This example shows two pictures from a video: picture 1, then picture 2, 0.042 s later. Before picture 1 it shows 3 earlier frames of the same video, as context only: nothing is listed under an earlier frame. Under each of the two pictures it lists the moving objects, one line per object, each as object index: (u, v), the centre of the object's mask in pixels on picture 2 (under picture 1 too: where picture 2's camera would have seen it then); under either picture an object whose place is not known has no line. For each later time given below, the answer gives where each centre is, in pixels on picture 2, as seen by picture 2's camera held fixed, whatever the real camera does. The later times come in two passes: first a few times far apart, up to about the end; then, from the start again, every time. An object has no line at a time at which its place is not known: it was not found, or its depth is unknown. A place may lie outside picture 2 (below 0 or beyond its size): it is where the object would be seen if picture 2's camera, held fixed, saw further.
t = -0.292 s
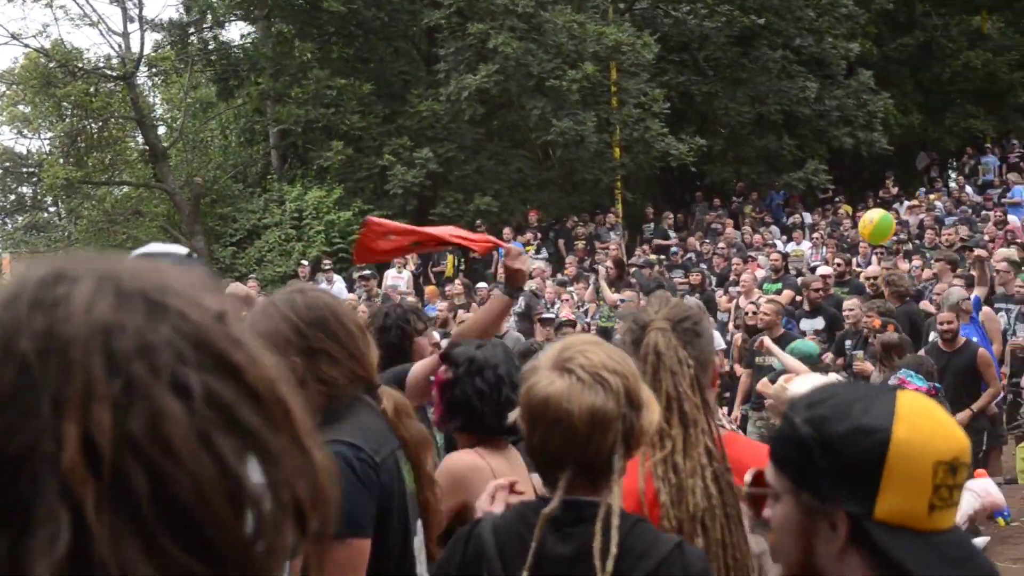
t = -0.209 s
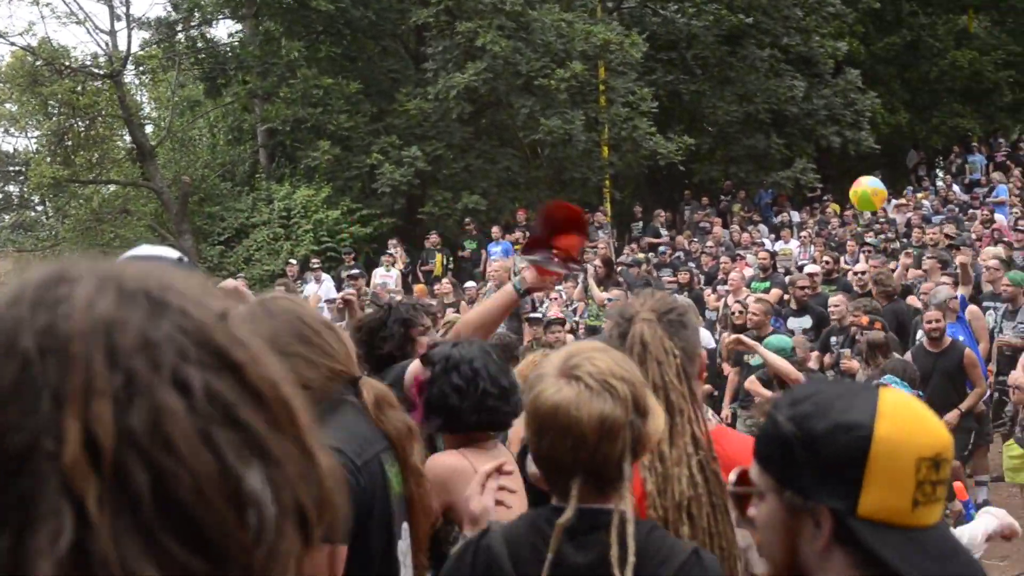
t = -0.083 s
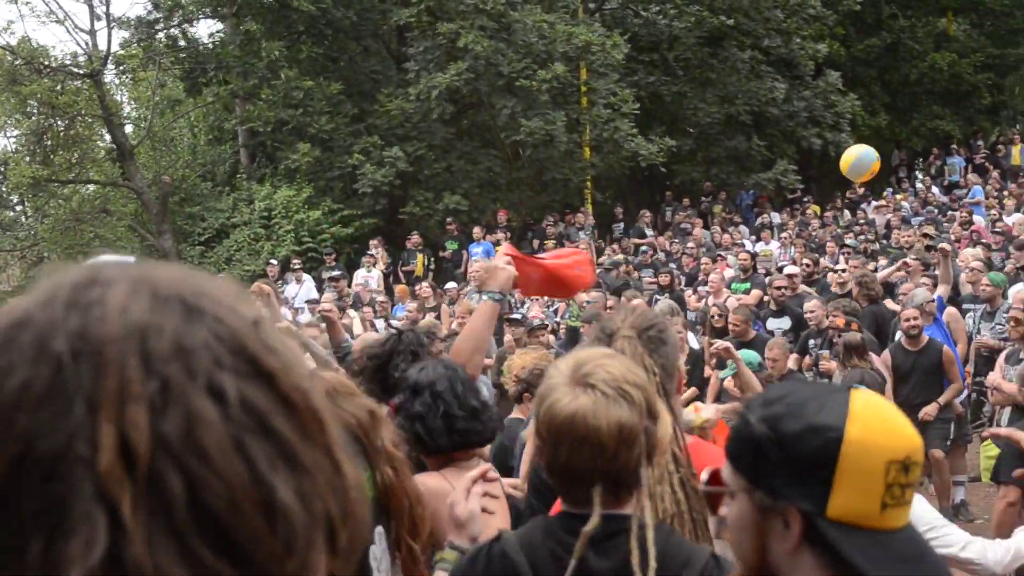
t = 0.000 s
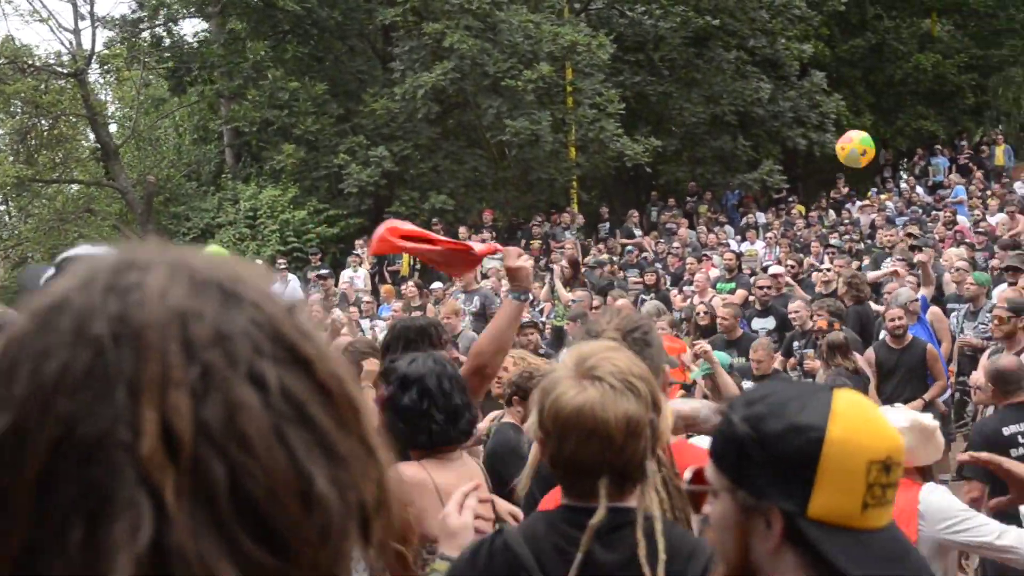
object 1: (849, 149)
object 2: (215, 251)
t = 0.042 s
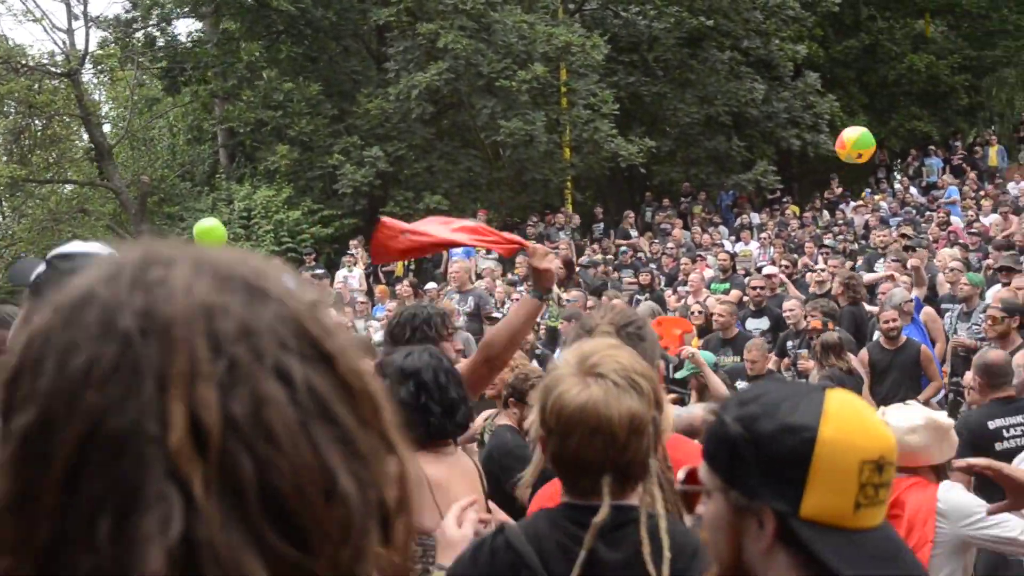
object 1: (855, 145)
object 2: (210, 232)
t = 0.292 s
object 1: (899, 154)
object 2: (236, 98)
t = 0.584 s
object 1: (966, 240)
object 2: (290, 19)
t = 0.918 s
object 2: (373, 47)
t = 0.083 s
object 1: (862, 142)
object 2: (212, 209)
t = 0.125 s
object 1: (868, 141)
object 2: (215, 183)
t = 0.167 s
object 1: (875, 141)
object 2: (219, 160)
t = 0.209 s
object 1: (883, 144)
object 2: (224, 137)
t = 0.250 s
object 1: (891, 148)
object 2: (230, 117)
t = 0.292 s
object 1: (899, 154)
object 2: (236, 98)
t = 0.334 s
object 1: (908, 162)
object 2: (244, 82)
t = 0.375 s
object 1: (917, 170)
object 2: (250, 67)
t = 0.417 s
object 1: (926, 181)
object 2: (257, 54)
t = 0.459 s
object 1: (936, 193)
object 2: (265, 42)
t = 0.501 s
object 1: (946, 206)
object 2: (273, 32)
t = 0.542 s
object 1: (956, 222)
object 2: (281, 24)
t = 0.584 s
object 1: (966, 240)
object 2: (290, 19)
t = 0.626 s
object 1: (975, 259)
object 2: (298, 17)
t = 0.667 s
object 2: (308, 17)
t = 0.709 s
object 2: (317, 17)
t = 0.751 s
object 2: (328, 19)
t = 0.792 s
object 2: (338, 22)
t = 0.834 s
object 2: (350, 28)
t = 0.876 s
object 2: (362, 38)
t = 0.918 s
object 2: (373, 47)
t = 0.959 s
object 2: (385, 59)
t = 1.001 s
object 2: (398, 72)
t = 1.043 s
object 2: (410, 87)
